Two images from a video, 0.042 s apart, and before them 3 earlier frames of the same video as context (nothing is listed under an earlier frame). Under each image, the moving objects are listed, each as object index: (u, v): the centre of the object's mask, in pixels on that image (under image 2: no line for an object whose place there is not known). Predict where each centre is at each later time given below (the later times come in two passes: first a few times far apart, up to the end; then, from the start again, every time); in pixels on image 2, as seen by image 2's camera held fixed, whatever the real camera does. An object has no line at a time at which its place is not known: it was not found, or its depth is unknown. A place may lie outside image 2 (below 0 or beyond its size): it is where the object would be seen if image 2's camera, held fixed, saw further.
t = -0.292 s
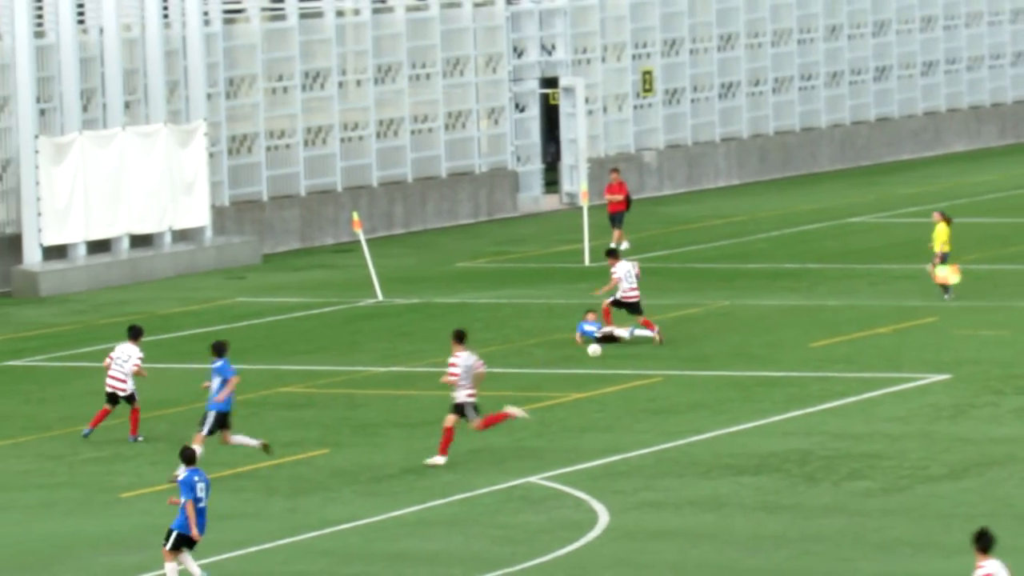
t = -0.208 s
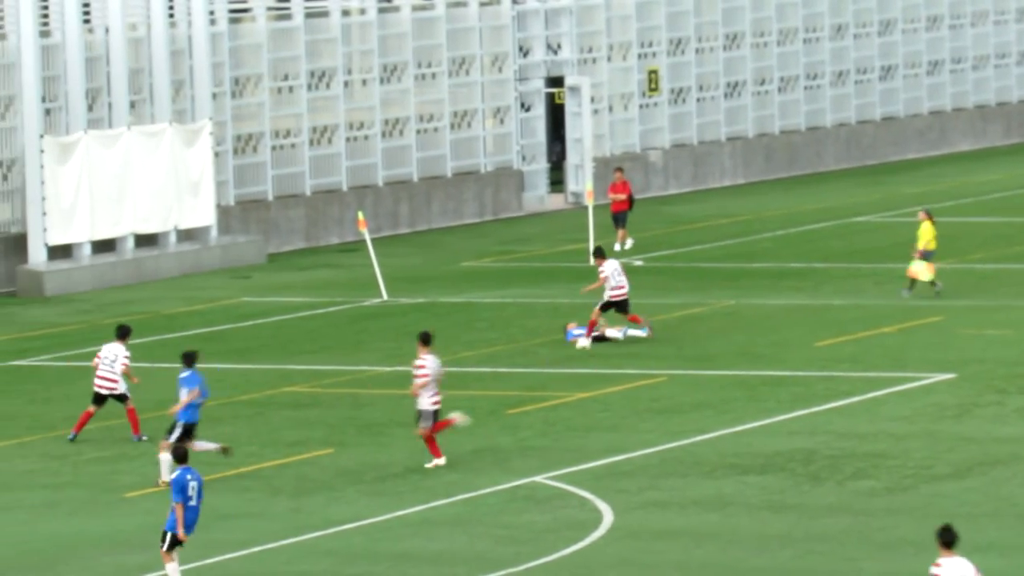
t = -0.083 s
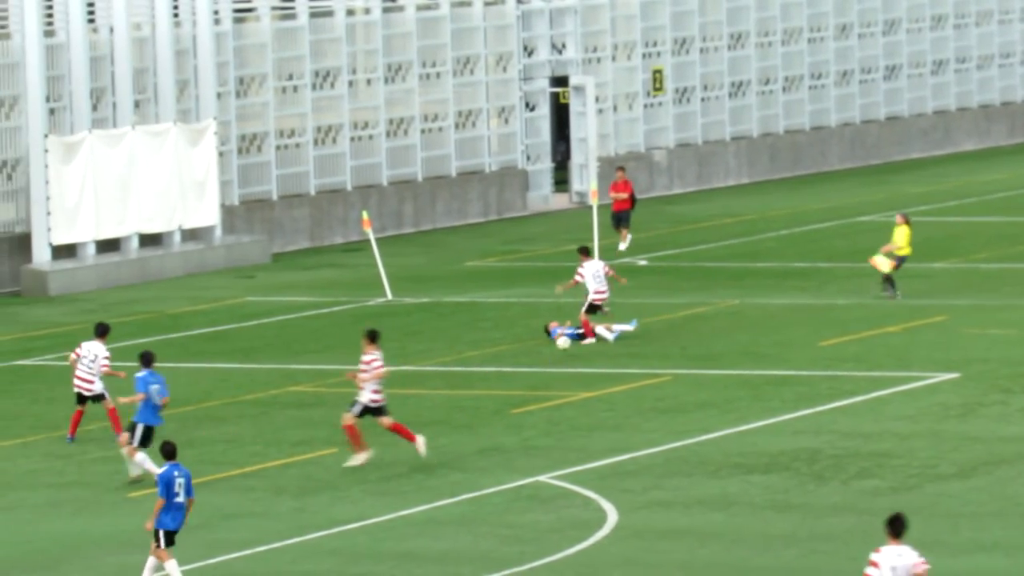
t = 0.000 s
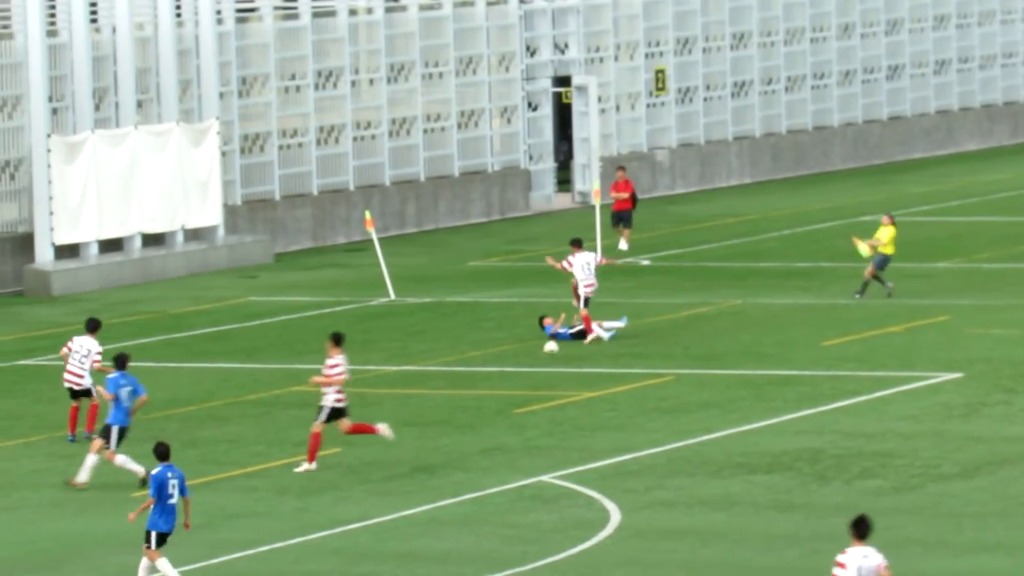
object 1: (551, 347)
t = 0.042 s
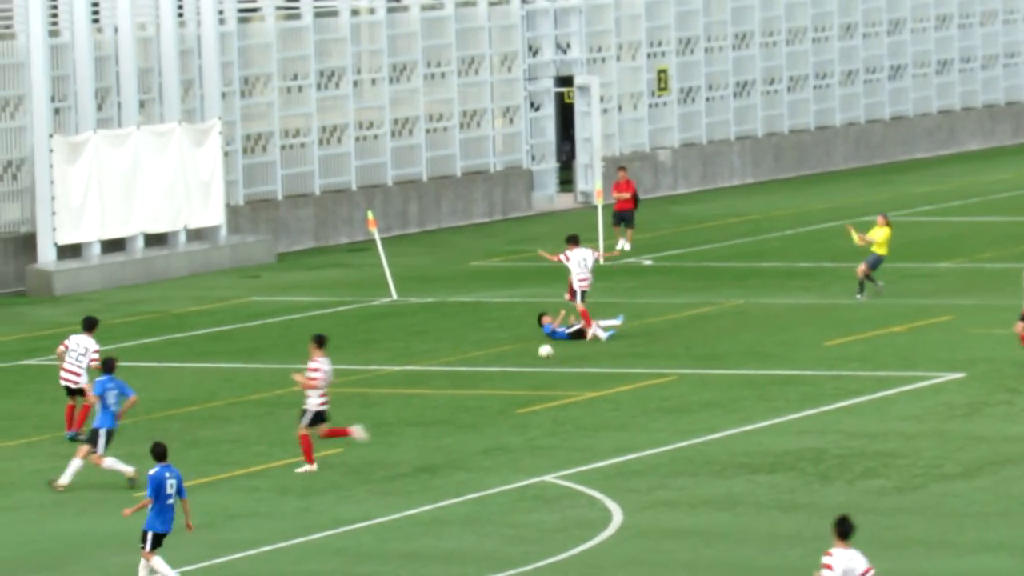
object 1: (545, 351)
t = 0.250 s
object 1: (506, 352)
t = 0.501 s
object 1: (460, 353)
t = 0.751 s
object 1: (415, 354)
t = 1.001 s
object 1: (374, 356)
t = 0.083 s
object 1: (537, 349)
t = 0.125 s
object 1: (528, 349)
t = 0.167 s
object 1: (521, 349)
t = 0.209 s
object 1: (513, 350)
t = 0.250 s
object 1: (506, 352)
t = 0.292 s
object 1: (497, 352)
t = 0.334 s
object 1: (489, 351)
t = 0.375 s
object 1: (481, 353)
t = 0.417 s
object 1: (474, 353)
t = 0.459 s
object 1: (466, 353)
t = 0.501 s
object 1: (460, 353)
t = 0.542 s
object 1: (452, 354)
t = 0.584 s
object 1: (444, 354)
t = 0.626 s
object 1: (437, 355)
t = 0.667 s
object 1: (429, 355)
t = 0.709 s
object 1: (422, 355)
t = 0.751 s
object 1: (415, 354)
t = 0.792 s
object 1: (408, 355)
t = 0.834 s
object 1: (401, 356)
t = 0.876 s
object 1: (394, 356)
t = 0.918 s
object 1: (387, 356)
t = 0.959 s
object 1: (381, 356)
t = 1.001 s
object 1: (374, 356)
